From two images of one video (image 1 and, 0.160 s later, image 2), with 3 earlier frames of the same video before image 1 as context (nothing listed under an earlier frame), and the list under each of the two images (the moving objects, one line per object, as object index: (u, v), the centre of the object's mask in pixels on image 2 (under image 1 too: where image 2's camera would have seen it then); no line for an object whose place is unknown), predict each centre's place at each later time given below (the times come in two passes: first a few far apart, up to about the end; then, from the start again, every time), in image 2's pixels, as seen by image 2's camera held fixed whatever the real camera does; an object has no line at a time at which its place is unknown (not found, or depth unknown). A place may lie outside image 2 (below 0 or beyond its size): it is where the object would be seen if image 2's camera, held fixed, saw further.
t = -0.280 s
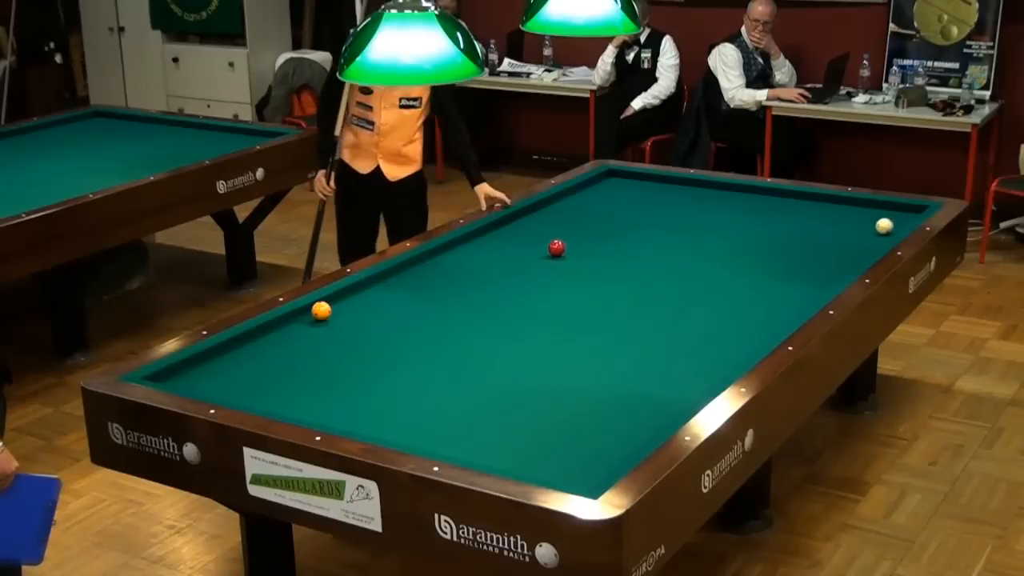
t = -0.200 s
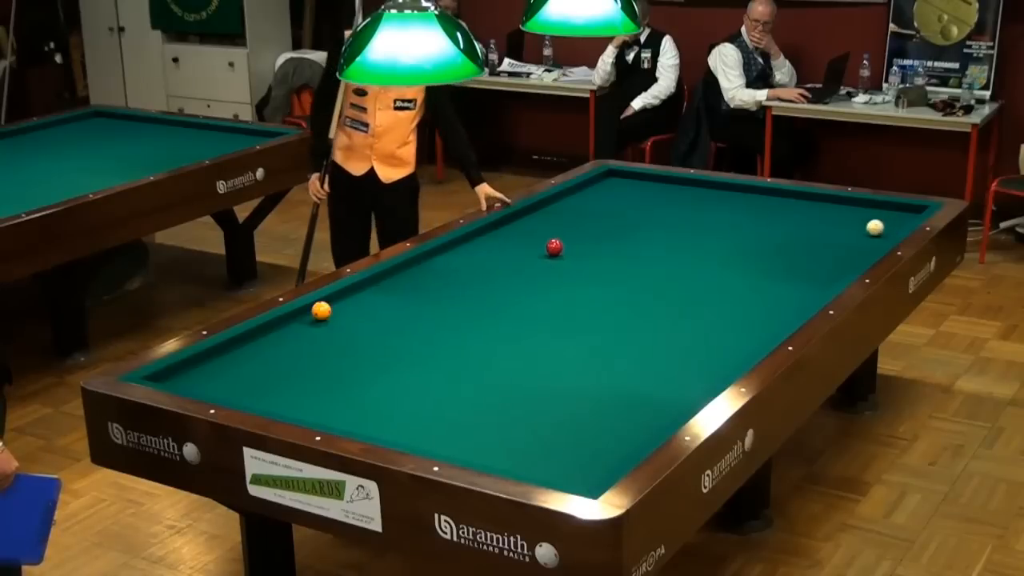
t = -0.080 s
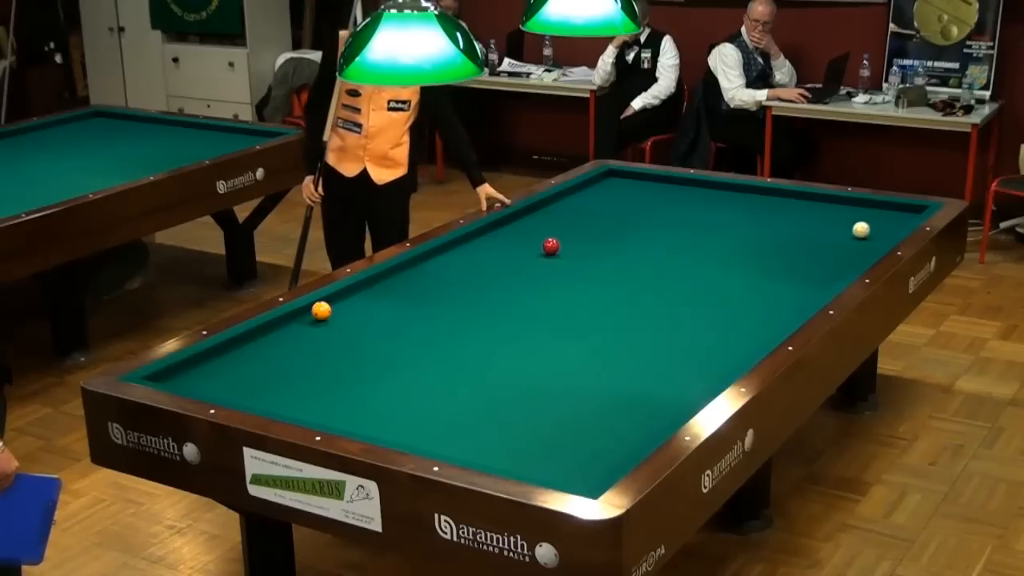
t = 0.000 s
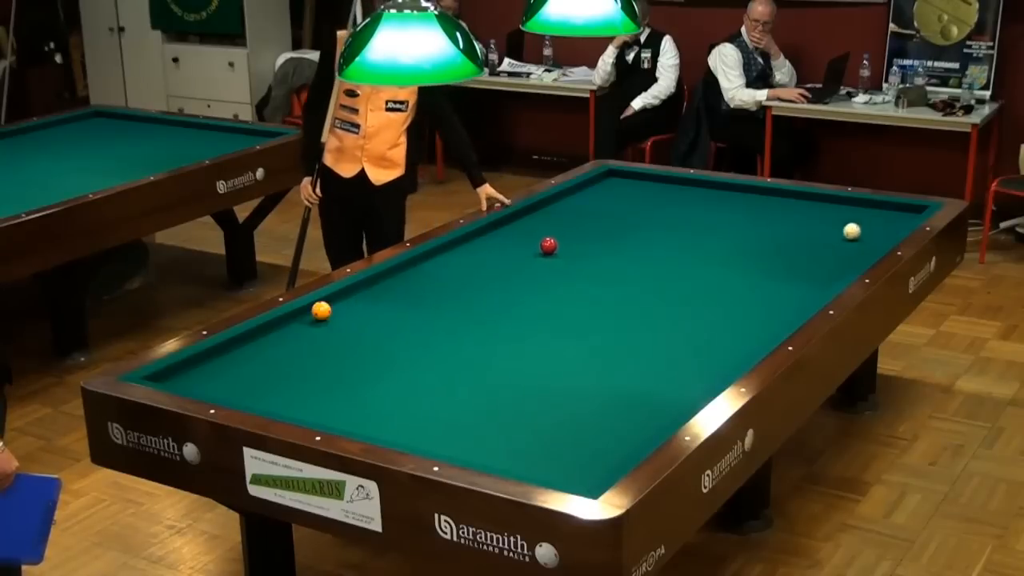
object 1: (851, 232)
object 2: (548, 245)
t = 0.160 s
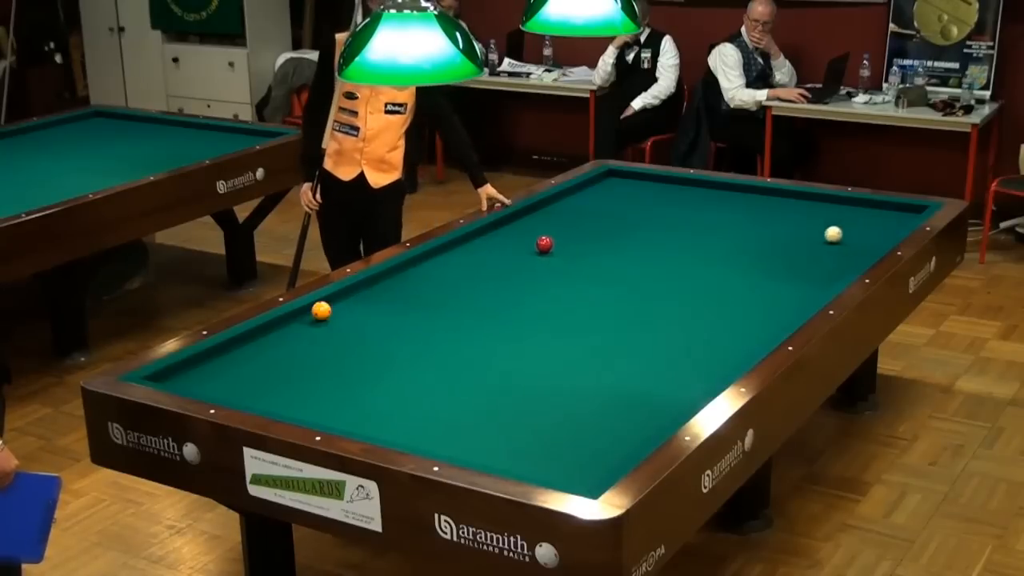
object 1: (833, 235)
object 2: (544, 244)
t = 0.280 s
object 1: (819, 237)
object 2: (541, 243)
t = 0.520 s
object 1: (792, 241)
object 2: (535, 241)
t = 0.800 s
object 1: (760, 247)
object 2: (529, 239)
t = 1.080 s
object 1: (728, 252)
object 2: (524, 238)
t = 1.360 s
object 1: (697, 257)
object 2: (519, 237)
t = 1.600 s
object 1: (670, 261)
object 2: (516, 236)
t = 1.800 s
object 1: (647, 265)
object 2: (514, 235)
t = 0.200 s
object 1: (829, 235)
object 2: (543, 244)
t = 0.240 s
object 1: (824, 236)
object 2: (542, 243)
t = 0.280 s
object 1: (819, 237)
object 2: (541, 243)
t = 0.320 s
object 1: (815, 237)
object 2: (540, 243)
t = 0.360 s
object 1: (810, 238)
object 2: (539, 242)
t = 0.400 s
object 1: (805, 239)
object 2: (538, 242)
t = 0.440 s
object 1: (801, 240)
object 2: (537, 242)
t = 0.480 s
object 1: (796, 241)
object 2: (536, 241)
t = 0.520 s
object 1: (792, 241)
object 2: (535, 241)
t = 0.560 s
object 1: (787, 242)
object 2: (535, 241)
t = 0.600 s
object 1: (783, 242)
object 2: (534, 241)
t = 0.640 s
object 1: (778, 243)
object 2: (533, 240)
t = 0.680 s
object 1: (774, 244)
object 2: (532, 240)
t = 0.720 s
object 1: (769, 245)
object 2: (531, 240)
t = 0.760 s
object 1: (764, 246)
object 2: (530, 240)
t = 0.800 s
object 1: (760, 247)
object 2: (529, 239)
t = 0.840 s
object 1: (755, 247)
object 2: (529, 239)
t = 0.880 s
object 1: (751, 248)
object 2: (528, 239)
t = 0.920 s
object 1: (747, 249)
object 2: (527, 239)
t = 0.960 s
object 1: (742, 250)
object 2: (526, 238)
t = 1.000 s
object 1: (737, 250)
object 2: (526, 238)
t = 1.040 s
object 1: (733, 251)
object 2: (525, 238)
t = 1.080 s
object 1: (728, 252)
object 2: (524, 238)
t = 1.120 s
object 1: (724, 253)
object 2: (523, 238)
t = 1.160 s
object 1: (719, 253)
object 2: (523, 237)
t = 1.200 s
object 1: (715, 254)
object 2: (522, 237)
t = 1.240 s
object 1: (710, 255)
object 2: (521, 237)
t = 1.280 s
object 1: (706, 255)
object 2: (521, 237)
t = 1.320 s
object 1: (701, 256)
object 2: (520, 237)
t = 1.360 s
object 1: (697, 257)
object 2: (519, 237)
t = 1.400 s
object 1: (692, 258)
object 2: (519, 236)
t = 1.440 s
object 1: (688, 258)
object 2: (518, 236)
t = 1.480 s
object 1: (683, 259)
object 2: (518, 236)
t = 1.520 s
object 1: (679, 260)
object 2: (517, 236)
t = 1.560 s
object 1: (674, 261)
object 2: (516, 236)
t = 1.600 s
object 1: (670, 261)
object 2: (516, 236)
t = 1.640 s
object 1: (665, 262)
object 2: (515, 236)
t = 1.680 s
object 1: (661, 263)
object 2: (515, 235)
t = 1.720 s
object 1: (657, 263)
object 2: (514, 235)
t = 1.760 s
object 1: (652, 264)
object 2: (514, 235)
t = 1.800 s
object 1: (647, 265)
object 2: (514, 235)
